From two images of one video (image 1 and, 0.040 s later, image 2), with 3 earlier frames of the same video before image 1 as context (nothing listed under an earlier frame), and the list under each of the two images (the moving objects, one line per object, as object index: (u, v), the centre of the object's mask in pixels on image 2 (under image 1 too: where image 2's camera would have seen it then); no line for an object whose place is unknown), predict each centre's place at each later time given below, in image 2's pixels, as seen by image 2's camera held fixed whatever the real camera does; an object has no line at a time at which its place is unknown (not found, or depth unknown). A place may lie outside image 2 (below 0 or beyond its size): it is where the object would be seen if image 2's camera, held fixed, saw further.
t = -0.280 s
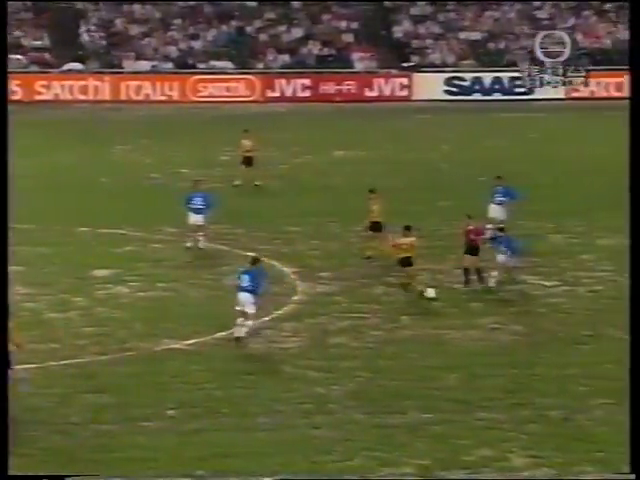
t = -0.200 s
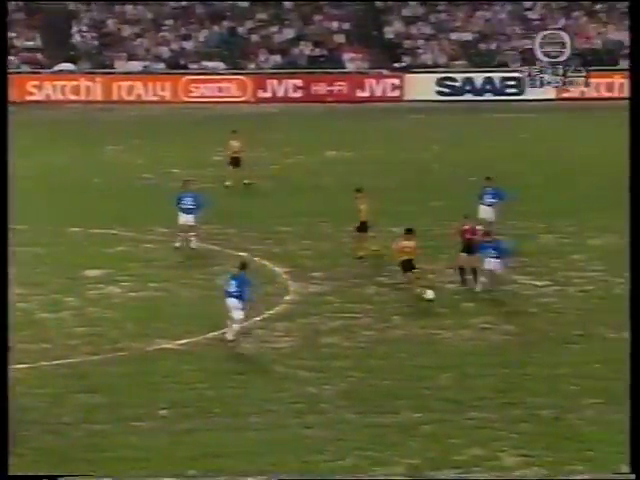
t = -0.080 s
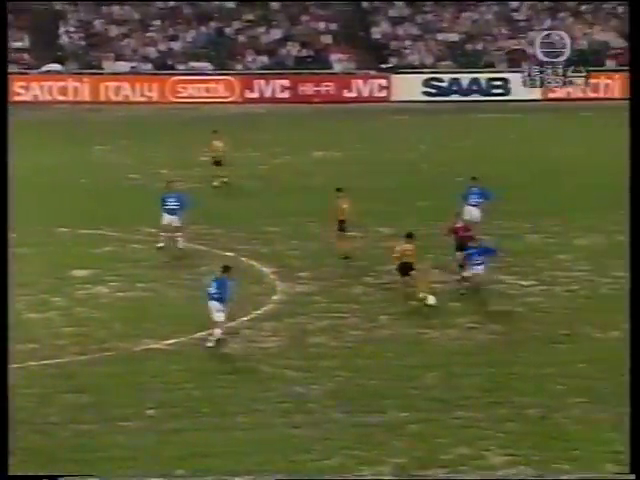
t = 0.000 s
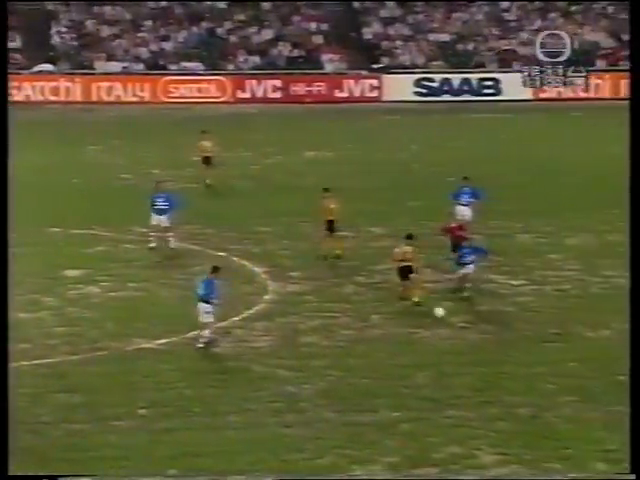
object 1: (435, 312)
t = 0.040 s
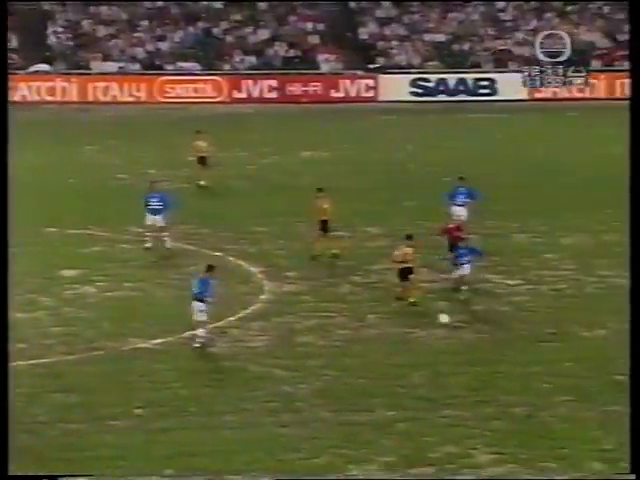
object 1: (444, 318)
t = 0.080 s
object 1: (452, 324)
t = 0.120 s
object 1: (461, 330)
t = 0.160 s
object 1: (469, 336)
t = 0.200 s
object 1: (478, 344)
